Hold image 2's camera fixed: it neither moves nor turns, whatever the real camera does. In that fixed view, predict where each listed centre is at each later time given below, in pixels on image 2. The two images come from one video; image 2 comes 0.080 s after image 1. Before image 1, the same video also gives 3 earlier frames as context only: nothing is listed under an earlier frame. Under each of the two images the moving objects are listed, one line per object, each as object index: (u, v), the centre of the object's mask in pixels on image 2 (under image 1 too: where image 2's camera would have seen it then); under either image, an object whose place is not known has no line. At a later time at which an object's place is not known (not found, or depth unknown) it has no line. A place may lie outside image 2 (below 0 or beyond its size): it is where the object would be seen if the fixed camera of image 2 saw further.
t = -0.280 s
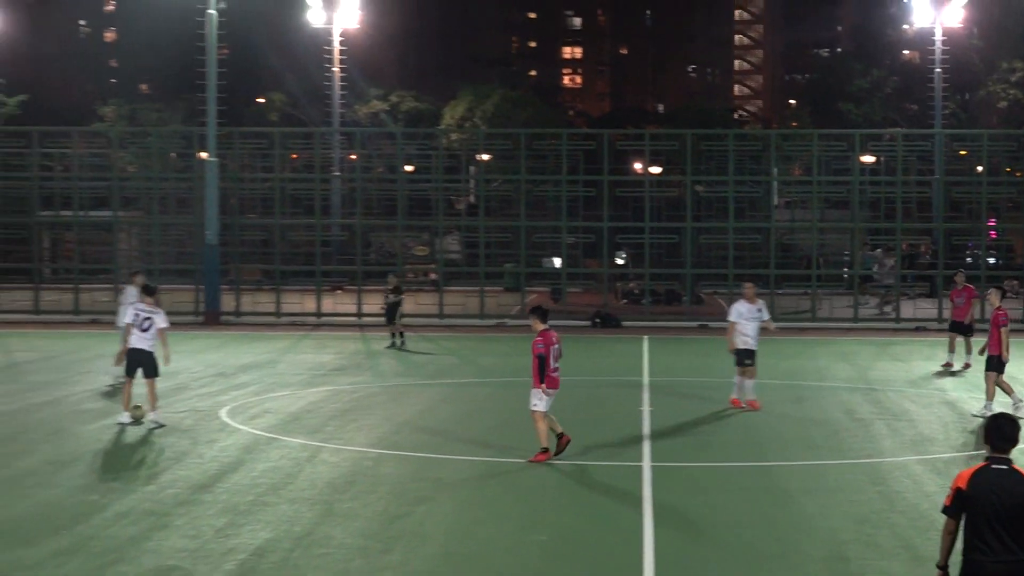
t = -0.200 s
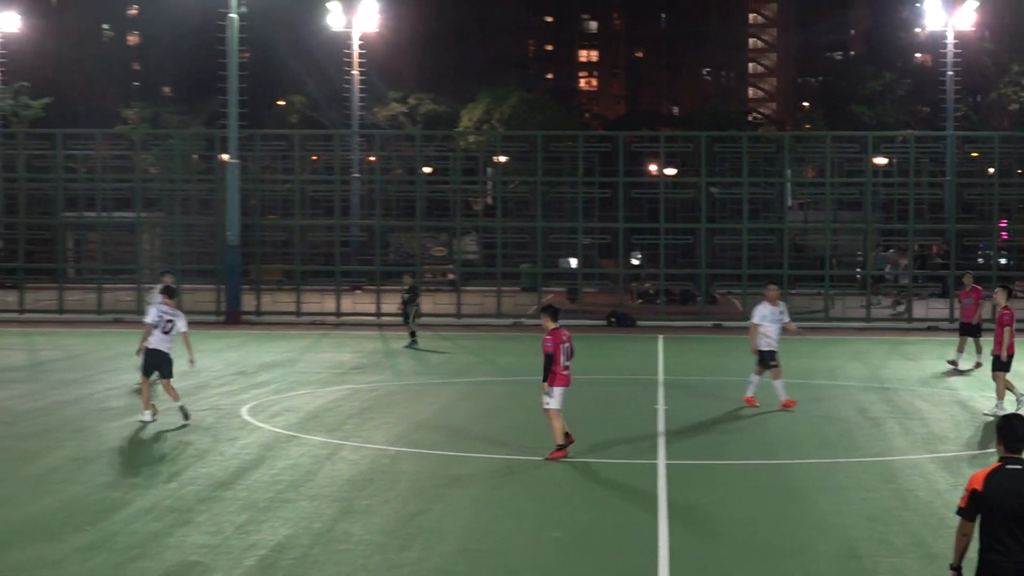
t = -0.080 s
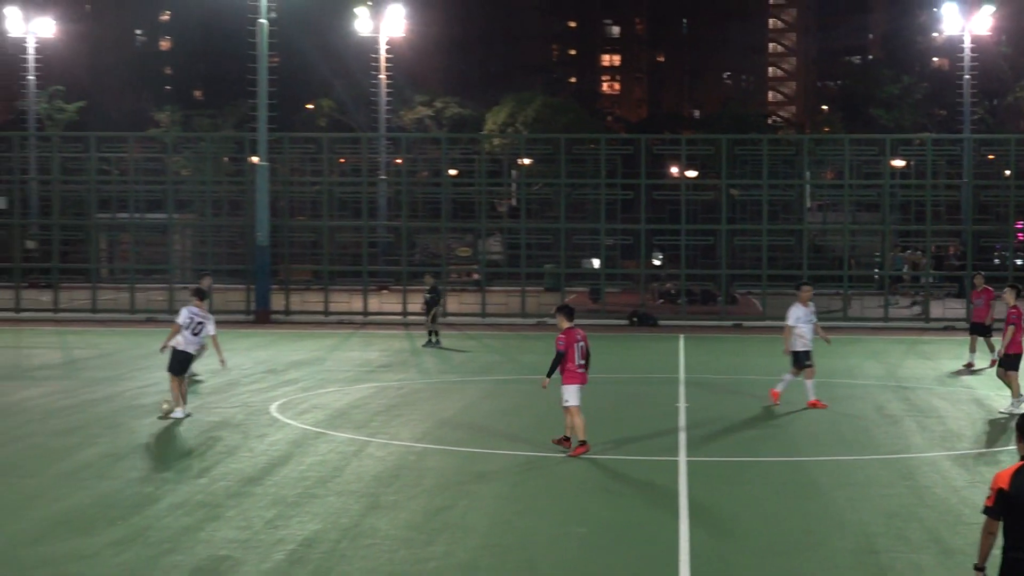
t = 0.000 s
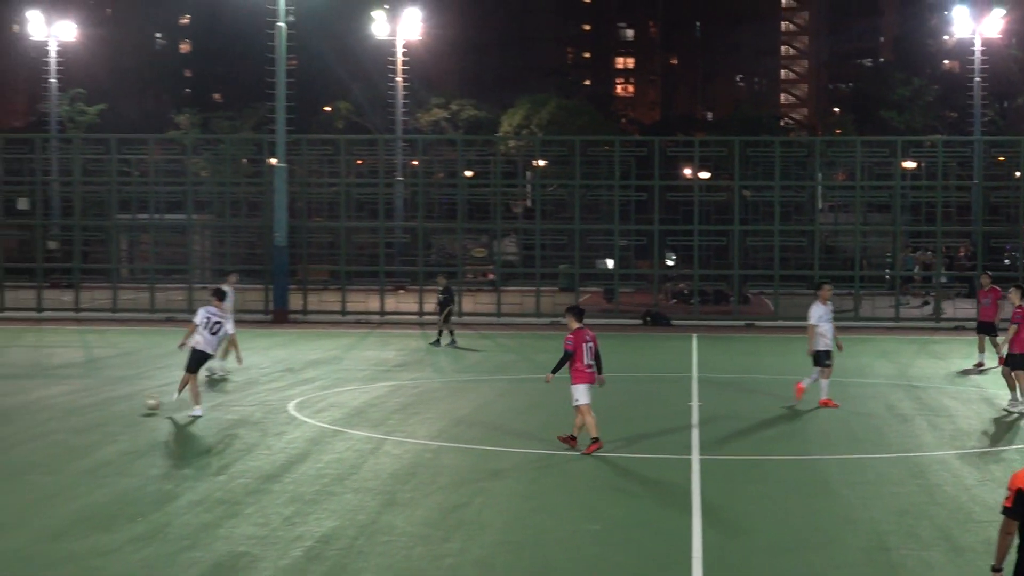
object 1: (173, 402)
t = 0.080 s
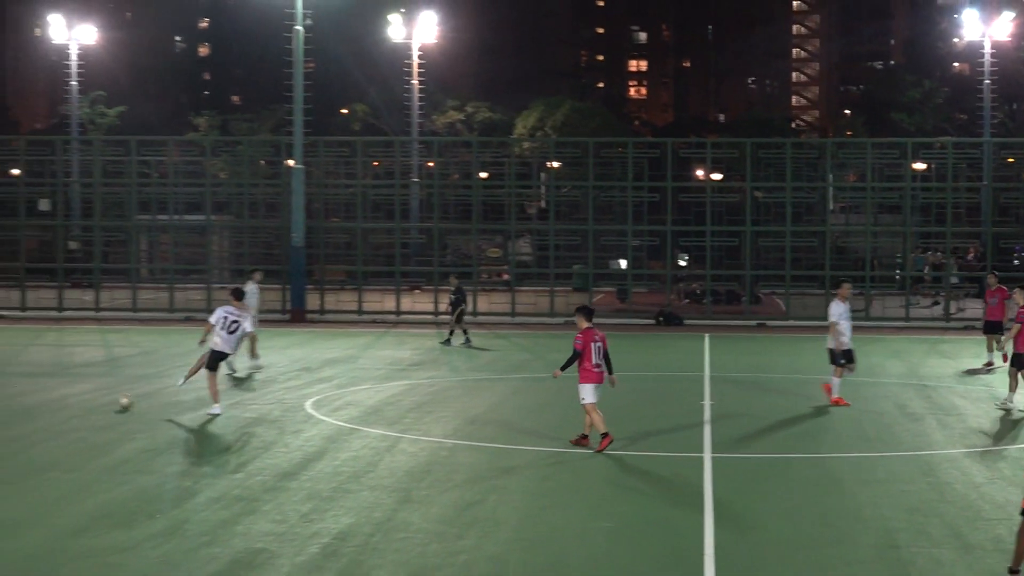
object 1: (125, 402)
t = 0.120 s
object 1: (106, 401)
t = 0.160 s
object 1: (85, 401)
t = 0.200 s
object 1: (64, 402)
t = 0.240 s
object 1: (47, 401)
